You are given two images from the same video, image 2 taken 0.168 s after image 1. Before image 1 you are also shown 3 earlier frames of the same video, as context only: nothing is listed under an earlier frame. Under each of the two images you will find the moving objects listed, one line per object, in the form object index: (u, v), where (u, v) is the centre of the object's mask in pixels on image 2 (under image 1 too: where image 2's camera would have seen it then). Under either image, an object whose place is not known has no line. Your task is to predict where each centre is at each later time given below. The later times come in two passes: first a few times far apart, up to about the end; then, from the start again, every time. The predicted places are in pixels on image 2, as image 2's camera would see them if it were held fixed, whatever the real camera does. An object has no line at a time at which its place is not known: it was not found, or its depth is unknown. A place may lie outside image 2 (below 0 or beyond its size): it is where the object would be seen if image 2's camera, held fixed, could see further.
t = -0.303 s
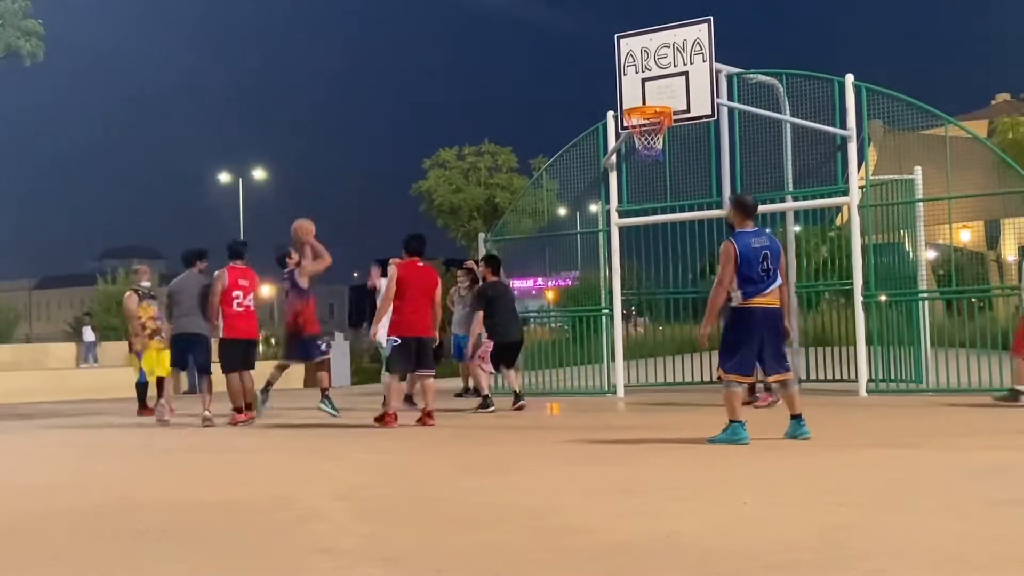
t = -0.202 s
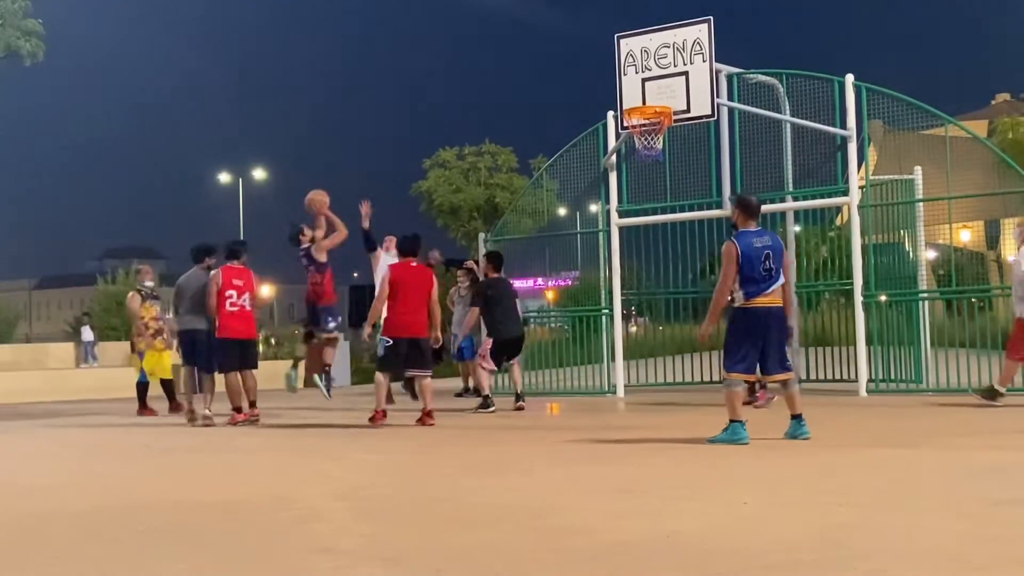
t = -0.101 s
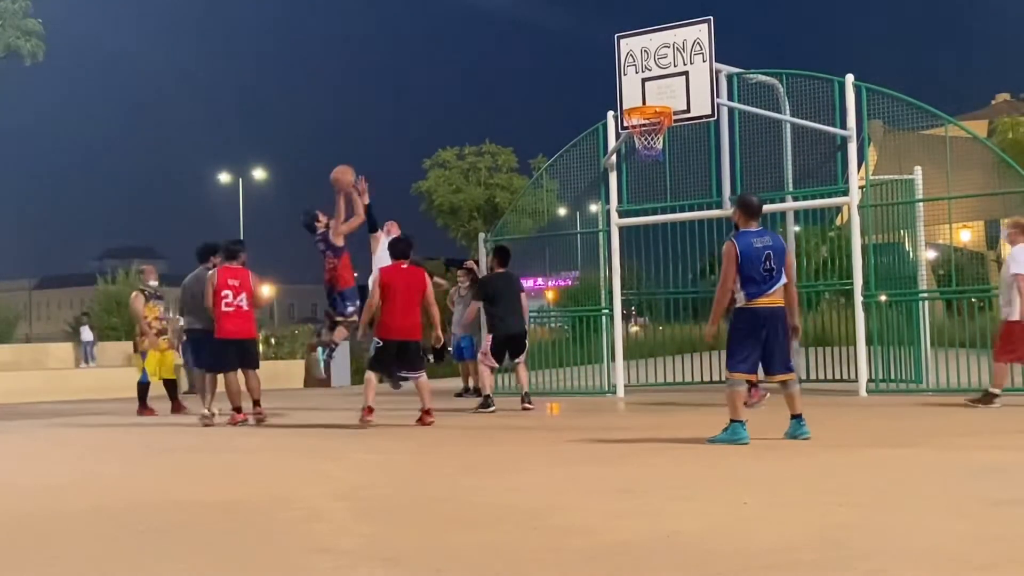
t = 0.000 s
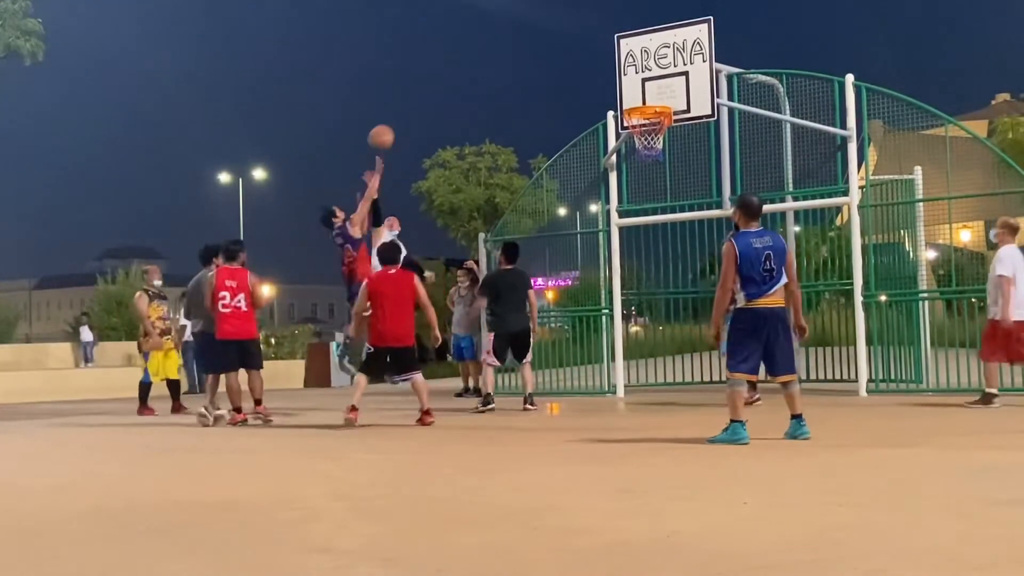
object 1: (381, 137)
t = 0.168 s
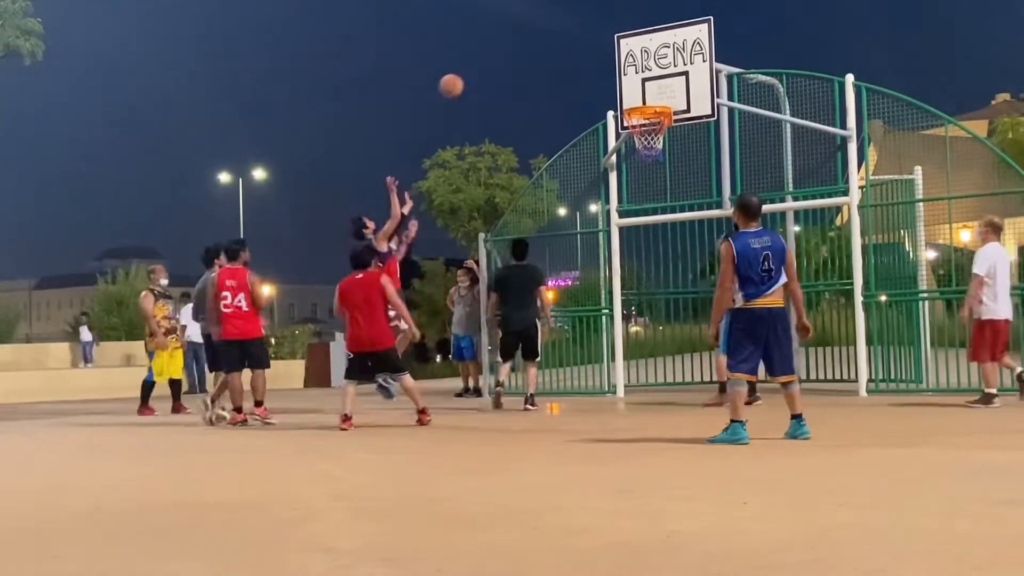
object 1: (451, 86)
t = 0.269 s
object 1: (493, 69)
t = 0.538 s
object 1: (600, 69)
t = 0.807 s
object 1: (643, 100)
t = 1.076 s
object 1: (639, 99)
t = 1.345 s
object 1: (651, 101)
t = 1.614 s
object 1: (661, 135)
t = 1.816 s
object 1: (646, 160)
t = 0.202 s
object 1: (465, 78)
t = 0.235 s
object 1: (479, 73)
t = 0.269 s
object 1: (493, 69)
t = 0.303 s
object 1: (506, 65)
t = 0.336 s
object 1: (519, 62)
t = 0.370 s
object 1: (533, 61)
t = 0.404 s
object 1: (546, 60)
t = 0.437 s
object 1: (560, 61)
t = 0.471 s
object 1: (573, 62)
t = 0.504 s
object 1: (587, 65)
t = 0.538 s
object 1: (600, 69)
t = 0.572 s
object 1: (611, 73)
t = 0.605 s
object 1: (625, 79)
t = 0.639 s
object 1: (638, 85)
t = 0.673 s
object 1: (638, 89)
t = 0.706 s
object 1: (637, 94)
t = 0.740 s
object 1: (636, 98)
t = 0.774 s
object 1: (635, 102)
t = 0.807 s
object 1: (643, 100)
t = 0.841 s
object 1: (651, 100)
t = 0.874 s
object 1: (656, 100)
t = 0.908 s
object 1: (653, 100)
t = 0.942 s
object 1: (650, 99)
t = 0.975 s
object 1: (646, 100)
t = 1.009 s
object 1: (644, 100)
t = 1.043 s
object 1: (642, 99)
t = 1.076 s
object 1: (639, 99)
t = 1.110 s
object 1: (638, 98)
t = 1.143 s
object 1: (635, 99)
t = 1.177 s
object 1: (633, 100)
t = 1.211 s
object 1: (637, 98)
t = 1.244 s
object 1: (640, 98)
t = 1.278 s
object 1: (644, 98)
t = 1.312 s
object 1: (647, 99)
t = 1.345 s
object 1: (651, 101)
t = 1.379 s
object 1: (653, 102)
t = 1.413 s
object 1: (654, 103)
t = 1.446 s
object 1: (658, 120)
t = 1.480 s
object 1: (661, 120)
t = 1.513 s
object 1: (659, 125)
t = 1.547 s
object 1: (661, 125)
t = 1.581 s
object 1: (656, 129)
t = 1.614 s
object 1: (661, 135)
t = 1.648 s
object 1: (656, 142)
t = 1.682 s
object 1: (654, 137)
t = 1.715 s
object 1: (654, 142)
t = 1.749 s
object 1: (647, 143)
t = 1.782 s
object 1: (646, 153)
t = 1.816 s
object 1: (646, 160)
